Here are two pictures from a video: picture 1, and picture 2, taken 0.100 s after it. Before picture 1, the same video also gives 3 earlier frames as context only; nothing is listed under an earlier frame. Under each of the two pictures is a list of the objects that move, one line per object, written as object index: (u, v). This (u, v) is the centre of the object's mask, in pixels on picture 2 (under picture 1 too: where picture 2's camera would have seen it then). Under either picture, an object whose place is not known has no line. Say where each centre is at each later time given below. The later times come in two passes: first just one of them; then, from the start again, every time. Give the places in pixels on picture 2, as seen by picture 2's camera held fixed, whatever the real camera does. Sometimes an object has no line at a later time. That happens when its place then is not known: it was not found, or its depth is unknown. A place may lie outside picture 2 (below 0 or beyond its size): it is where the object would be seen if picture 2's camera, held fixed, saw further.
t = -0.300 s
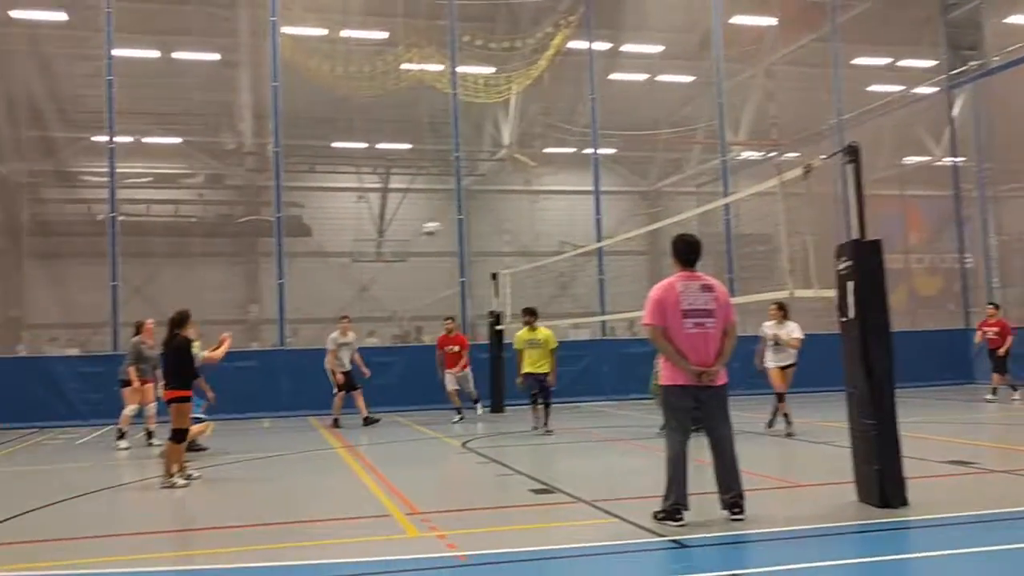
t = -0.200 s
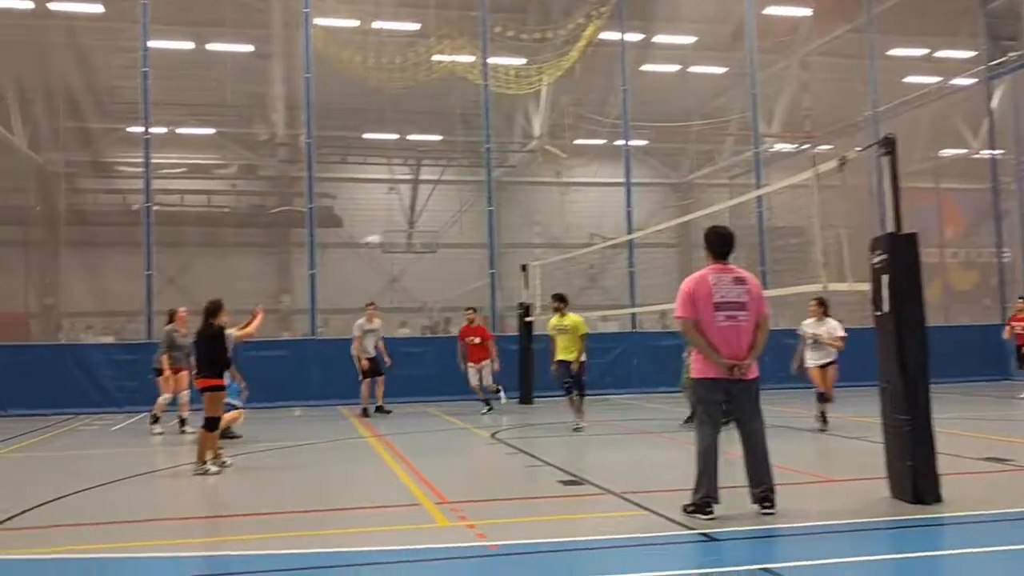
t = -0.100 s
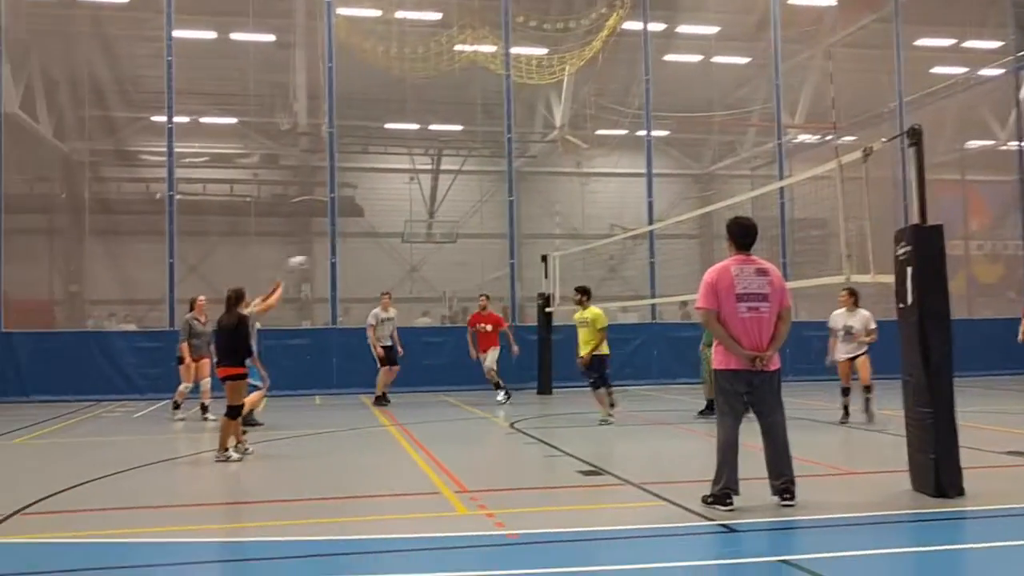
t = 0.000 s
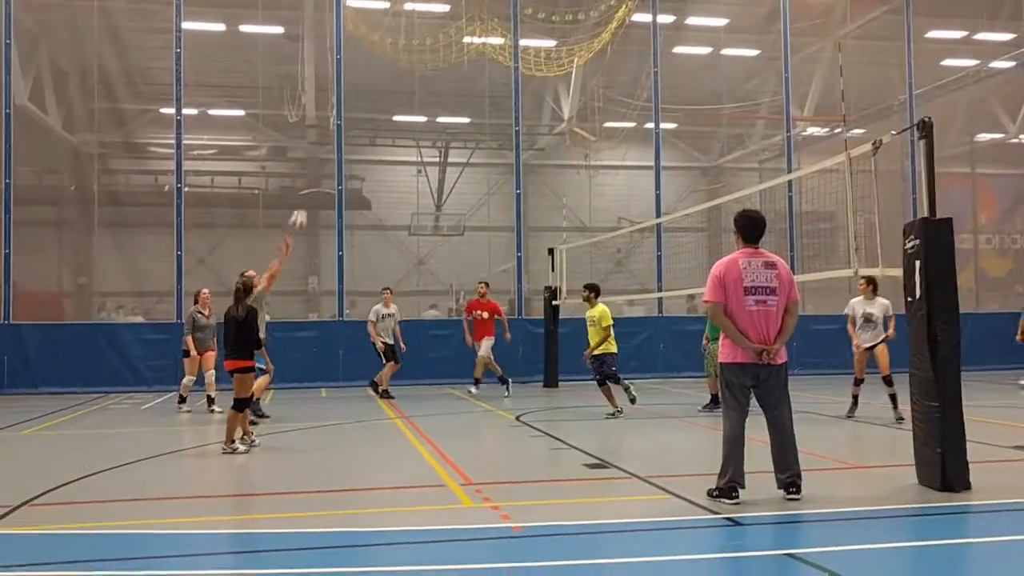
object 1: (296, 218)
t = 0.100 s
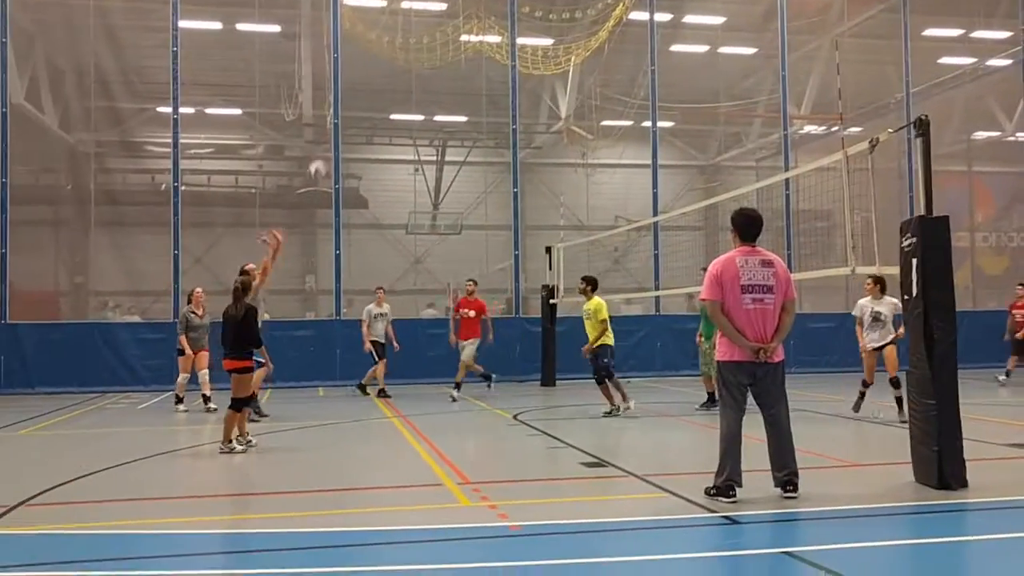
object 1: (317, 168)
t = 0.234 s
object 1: (345, 119)
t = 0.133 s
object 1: (323, 154)
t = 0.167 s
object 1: (331, 142)
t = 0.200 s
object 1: (337, 129)
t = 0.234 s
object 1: (345, 119)
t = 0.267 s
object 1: (351, 107)
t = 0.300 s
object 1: (358, 98)
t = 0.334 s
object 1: (364, 90)
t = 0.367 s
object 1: (371, 82)
